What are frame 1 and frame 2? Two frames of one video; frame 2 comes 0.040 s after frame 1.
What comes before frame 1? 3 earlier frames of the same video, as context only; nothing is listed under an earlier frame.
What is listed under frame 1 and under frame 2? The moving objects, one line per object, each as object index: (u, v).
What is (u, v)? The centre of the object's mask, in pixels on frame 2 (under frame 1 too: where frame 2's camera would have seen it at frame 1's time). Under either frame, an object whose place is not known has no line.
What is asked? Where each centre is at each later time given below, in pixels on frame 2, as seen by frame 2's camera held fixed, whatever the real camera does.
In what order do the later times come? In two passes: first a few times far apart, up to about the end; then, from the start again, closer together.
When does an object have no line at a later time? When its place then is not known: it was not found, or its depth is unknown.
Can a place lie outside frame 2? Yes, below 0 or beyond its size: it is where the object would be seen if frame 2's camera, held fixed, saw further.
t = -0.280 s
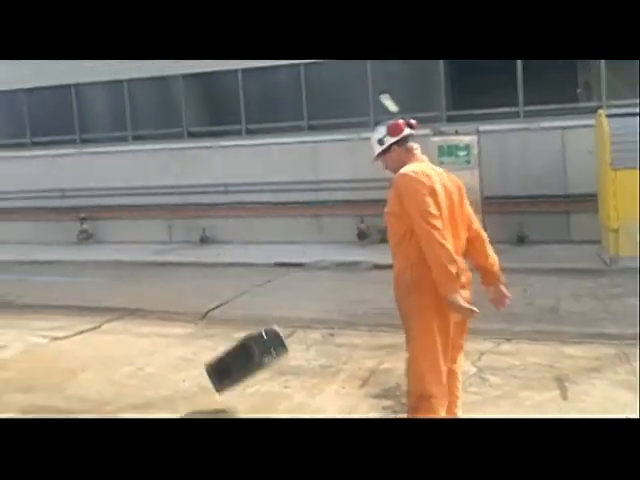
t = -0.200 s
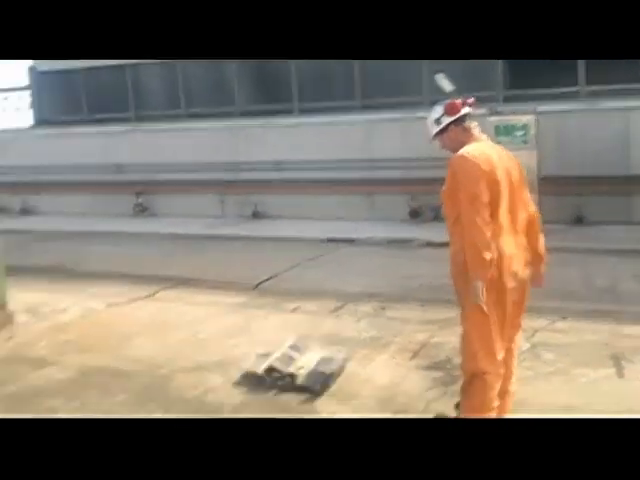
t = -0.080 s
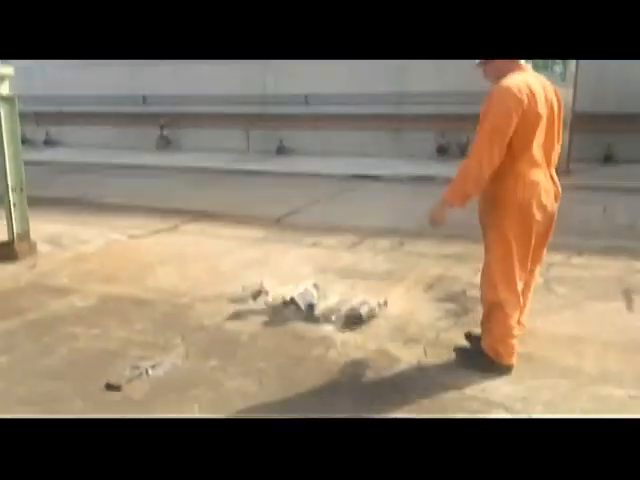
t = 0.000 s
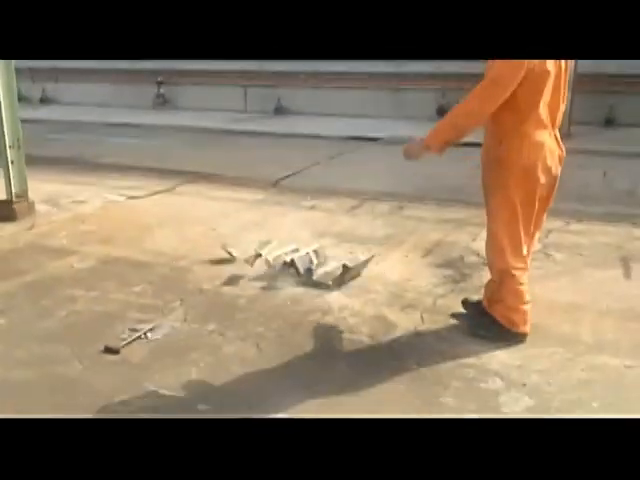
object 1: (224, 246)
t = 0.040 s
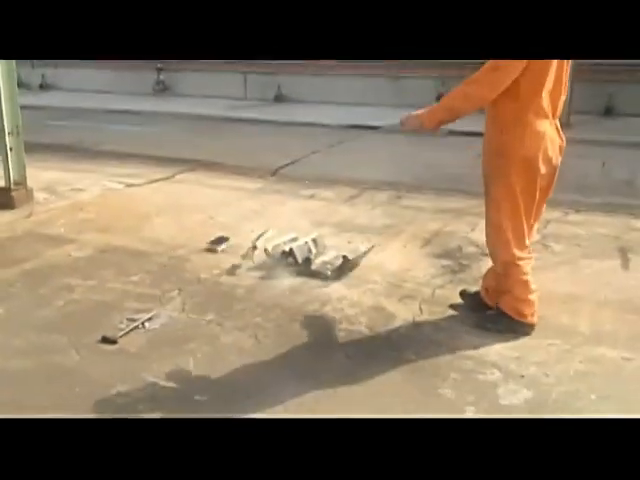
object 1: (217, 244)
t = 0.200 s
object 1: (194, 244)
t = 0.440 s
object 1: (189, 242)
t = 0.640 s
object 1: (189, 242)
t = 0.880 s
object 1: (189, 242)
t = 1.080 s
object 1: (189, 242)
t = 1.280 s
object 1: (189, 242)
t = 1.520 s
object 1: (189, 242)
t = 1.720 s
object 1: (189, 243)
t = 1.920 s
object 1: (188, 243)
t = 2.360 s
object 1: (188, 242)
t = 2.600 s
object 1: (187, 243)
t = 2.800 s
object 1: (187, 243)
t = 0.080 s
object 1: (211, 243)
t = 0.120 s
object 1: (205, 242)
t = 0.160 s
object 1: (199, 243)
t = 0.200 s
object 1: (194, 244)
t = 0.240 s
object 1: (192, 243)
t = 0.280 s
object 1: (189, 243)
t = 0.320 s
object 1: (189, 243)
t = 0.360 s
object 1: (189, 243)
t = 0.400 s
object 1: (189, 242)
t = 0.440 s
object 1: (189, 242)
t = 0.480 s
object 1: (189, 242)
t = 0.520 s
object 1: (189, 242)
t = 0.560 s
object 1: (188, 242)
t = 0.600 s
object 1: (189, 242)
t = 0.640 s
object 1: (189, 242)
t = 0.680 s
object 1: (188, 242)
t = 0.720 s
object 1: (188, 242)
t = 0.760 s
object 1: (189, 242)
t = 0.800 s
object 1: (189, 242)
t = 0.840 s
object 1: (189, 242)
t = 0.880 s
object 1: (189, 242)
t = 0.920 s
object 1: (189, 242)
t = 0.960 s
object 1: (188, 242)
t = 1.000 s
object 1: (188, 242)
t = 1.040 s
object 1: (189, 242)
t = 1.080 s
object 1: (189, 242)
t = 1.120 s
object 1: (189, 242)
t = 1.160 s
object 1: (188, 242)
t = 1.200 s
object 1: (189, 242)
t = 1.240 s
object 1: (189, 242)
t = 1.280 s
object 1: (189, 242)
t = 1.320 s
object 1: (189, 243)
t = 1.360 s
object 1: (189, 242)
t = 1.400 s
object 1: (189, 242)
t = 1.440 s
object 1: (189, 242)
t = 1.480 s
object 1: (189, 242)
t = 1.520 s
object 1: (189, 242)
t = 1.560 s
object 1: (189, 242)
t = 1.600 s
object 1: (189, 242)
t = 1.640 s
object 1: (189, 242)
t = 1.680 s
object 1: (189, 243)
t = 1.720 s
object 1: (189, 243)
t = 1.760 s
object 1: (188, 242)
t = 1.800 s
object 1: (189, 242)
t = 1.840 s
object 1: (189, 243)
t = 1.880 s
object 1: (189, 243)
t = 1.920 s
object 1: (188, 243)
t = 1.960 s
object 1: (187, 243)
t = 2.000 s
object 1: (188, 243)
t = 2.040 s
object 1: (188, 243)
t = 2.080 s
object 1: (188, 243)
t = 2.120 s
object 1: (189, 243)
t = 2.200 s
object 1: (188, 243)
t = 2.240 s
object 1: (188, 243)
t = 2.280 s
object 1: (188, 243)
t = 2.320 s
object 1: (189, 243)
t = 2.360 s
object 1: (188, 242)
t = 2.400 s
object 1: (188, 243)
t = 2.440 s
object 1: (189, 243)
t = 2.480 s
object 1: (188, 243)
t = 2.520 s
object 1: (187, 243)
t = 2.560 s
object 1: (187, 243)
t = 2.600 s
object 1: (187, 243)
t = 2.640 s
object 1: (187, 243)
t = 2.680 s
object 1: (187, 243)
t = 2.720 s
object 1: (188, 243)
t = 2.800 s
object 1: (187, 243)
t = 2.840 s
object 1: (187, 243)
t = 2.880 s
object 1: (188, 242)
